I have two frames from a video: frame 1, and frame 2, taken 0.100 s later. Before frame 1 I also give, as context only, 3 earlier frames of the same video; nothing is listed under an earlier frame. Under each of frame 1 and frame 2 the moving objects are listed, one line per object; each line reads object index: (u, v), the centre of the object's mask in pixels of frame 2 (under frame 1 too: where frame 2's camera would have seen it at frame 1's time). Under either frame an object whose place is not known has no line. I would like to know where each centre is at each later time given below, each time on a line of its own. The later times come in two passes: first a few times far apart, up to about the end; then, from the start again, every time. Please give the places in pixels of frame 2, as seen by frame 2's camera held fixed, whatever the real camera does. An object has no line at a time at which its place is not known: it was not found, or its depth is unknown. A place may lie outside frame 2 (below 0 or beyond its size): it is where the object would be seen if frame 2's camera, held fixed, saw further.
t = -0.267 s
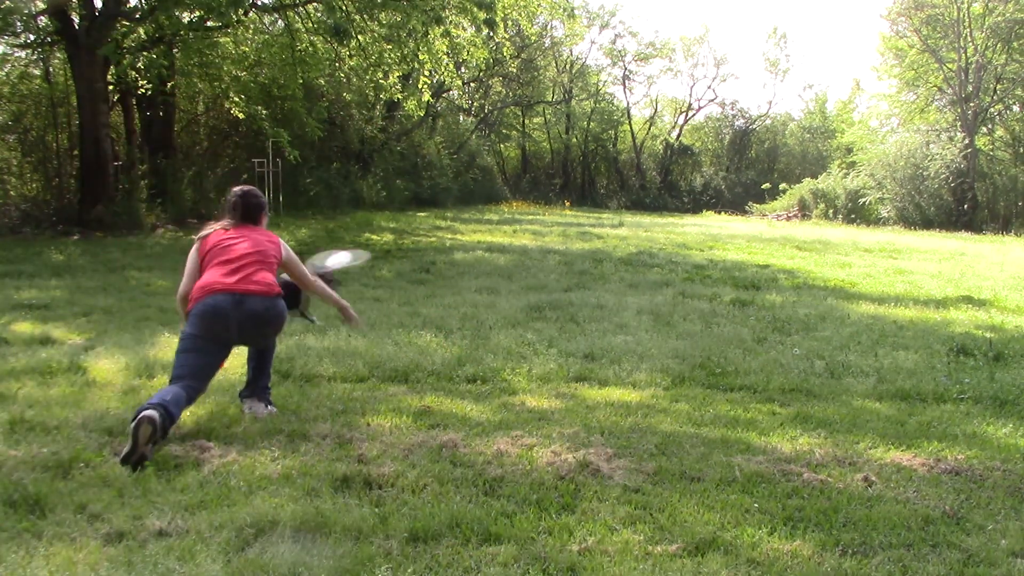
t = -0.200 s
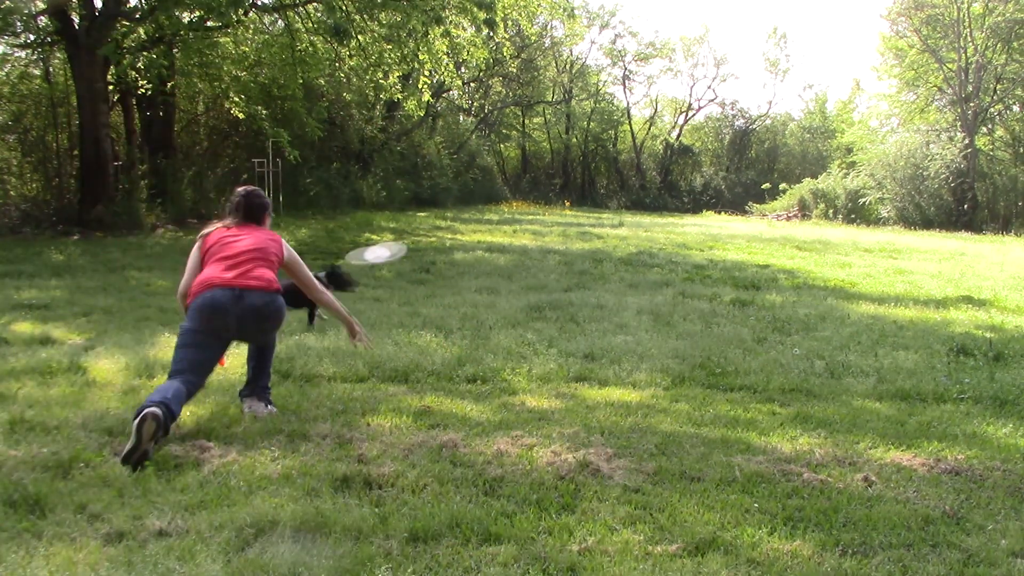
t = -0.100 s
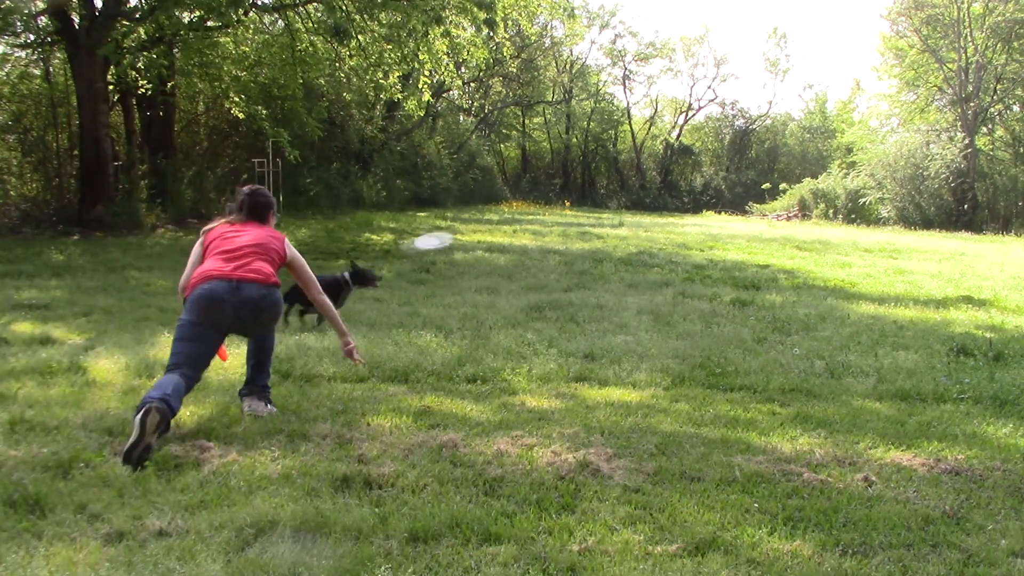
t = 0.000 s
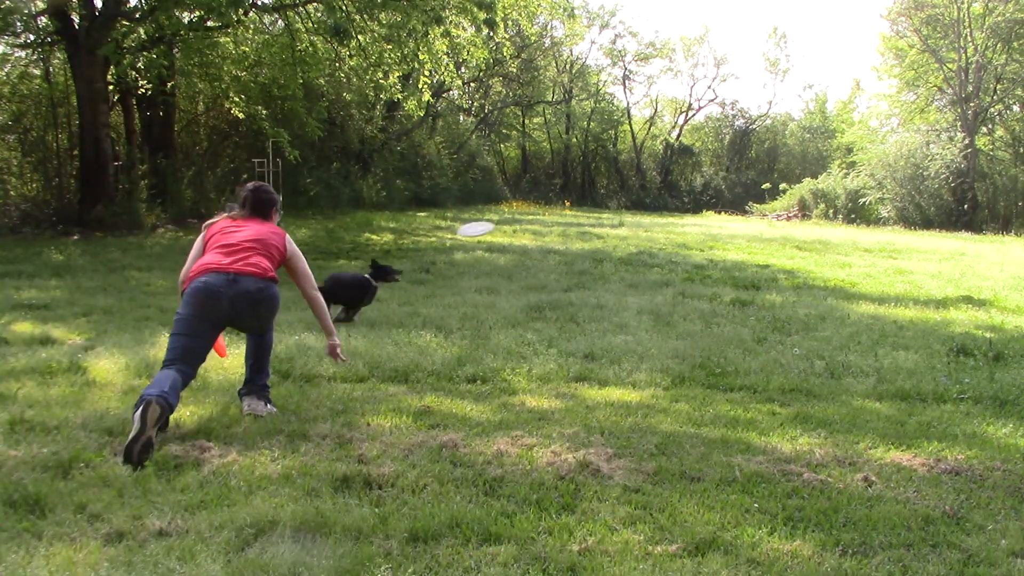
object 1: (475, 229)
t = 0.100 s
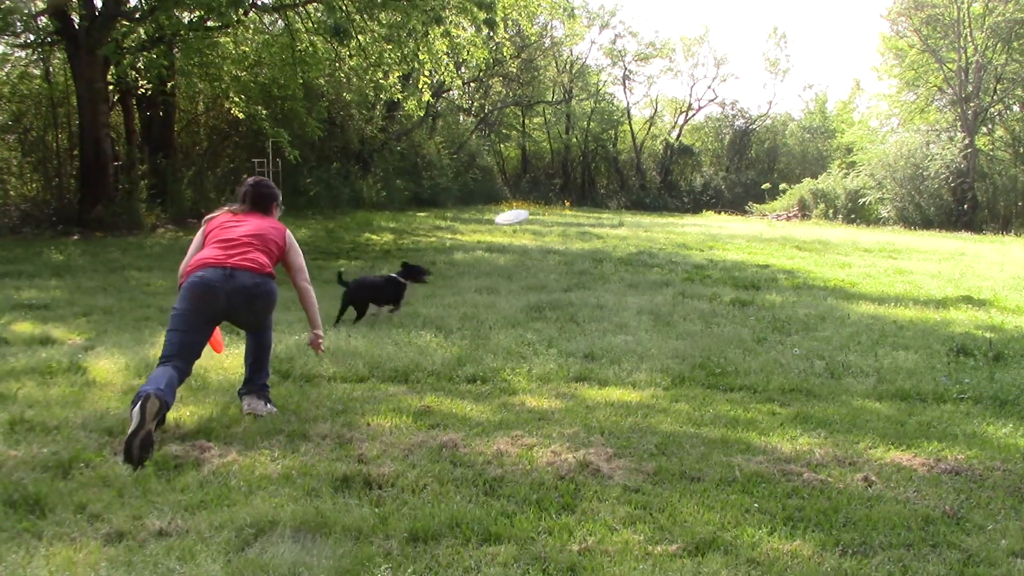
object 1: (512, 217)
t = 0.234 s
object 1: (557, 199)
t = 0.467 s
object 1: (615, 174)
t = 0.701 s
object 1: (664, 155)
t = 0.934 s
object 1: (733, 134)
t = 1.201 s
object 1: (788, 132)
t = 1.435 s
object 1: (823, 143)
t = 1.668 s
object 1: (847, 165)
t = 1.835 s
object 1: (857, 187)
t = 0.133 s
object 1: (522, 213)
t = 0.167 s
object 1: (533, 209)
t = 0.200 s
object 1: (544, 204)
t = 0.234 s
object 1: (557, 199)
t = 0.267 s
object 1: (566, 195)
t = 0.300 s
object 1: (575, 192)
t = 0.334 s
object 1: (582, 189)
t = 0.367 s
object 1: (592, 184)
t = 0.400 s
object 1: (600, 180)
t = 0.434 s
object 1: (608, 177)
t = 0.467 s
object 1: (615, 174)
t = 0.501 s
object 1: (622, 171)
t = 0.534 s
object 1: (630, 168)
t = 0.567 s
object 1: (638, 164)
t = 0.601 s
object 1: (645, 162)
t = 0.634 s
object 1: (651, 159)
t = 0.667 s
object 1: (657, 157)
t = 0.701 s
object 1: (664, 155)
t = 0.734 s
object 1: (675, 151)
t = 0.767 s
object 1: (685, 148)
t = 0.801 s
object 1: (695, 144)
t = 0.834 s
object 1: (705, 141)
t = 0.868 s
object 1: (715, 139)
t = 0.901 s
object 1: (725, 136)
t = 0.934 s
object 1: (733, 134)
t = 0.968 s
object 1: (740, 133)
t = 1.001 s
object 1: (747, 132)
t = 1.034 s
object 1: (755, 131)
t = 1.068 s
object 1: (762, 131)
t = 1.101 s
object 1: (769, 131)
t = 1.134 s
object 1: (775, 130)
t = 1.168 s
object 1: (782, 131)
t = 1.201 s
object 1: (788, 132)
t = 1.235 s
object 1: (794, 133)
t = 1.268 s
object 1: (799, 134)
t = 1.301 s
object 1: (804, 135)
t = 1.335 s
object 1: (809, 137)
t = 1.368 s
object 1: (814, 139)
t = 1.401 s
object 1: (819, 141)
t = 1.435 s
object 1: (823, 143)
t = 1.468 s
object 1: (827, 146)
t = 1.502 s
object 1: (832, 149)
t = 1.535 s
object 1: (835, 152)
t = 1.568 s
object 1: (838, 155)
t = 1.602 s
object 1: (843, 158)
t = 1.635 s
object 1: (845, 162)
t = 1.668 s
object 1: (847, 165)
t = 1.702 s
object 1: (849, 169)
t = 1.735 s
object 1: (853, 173)
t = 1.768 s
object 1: (854, 178)
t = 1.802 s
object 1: (855, 183)
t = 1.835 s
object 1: (857, 187)
